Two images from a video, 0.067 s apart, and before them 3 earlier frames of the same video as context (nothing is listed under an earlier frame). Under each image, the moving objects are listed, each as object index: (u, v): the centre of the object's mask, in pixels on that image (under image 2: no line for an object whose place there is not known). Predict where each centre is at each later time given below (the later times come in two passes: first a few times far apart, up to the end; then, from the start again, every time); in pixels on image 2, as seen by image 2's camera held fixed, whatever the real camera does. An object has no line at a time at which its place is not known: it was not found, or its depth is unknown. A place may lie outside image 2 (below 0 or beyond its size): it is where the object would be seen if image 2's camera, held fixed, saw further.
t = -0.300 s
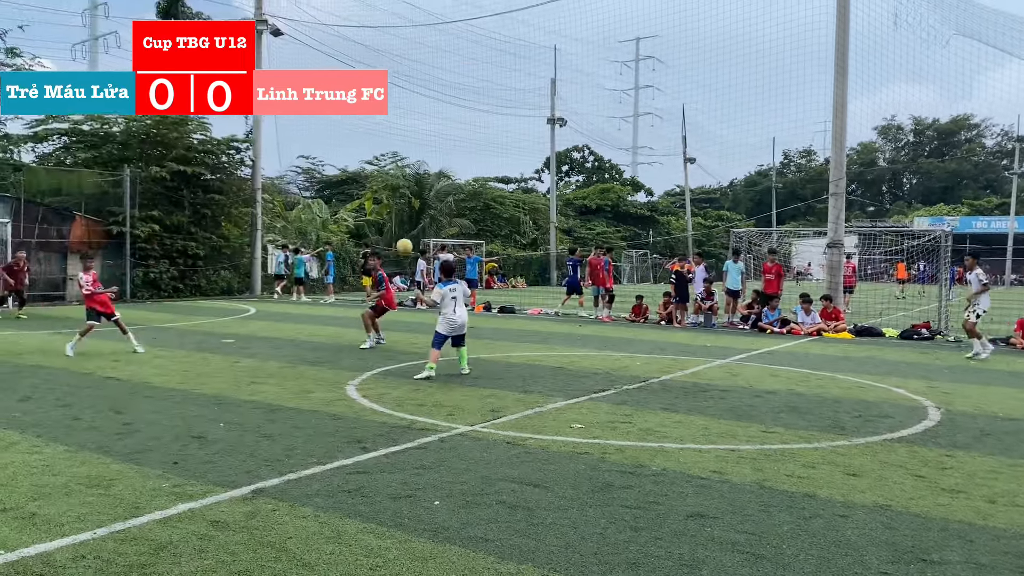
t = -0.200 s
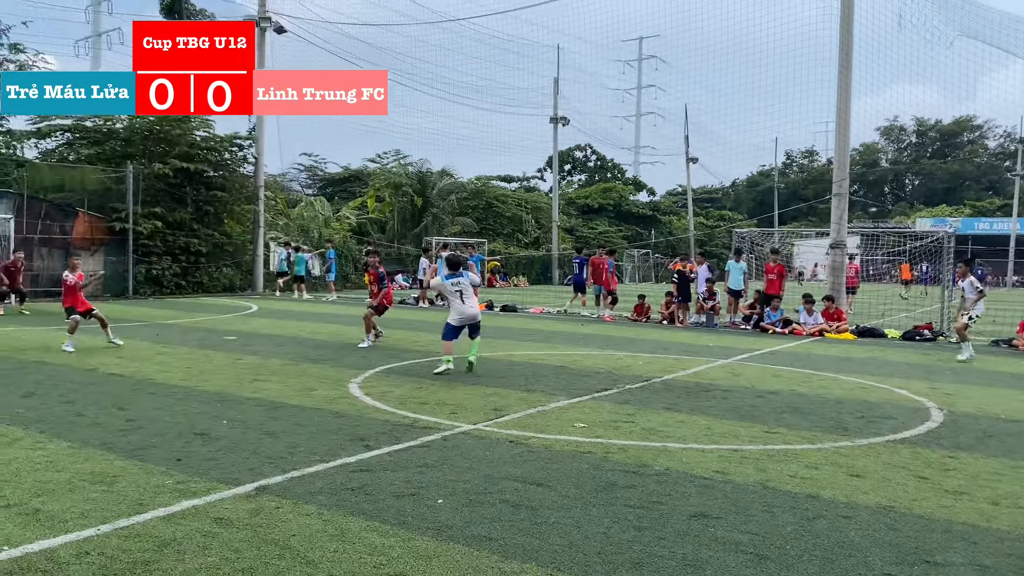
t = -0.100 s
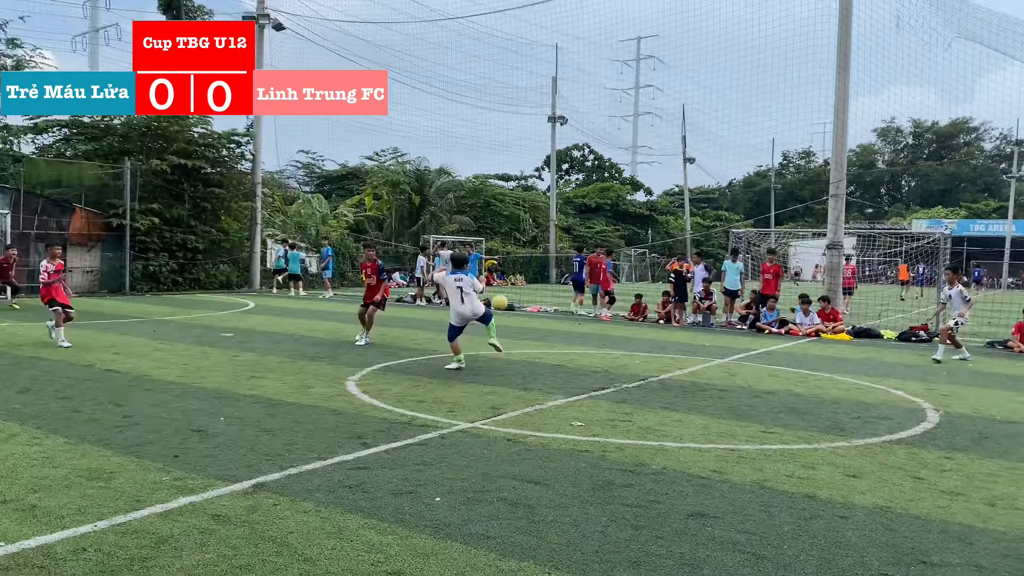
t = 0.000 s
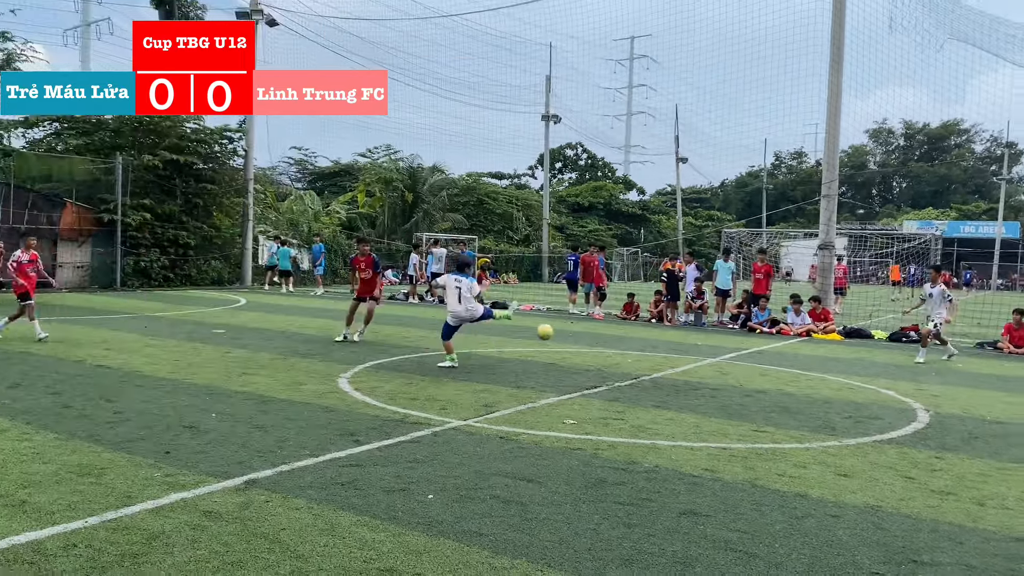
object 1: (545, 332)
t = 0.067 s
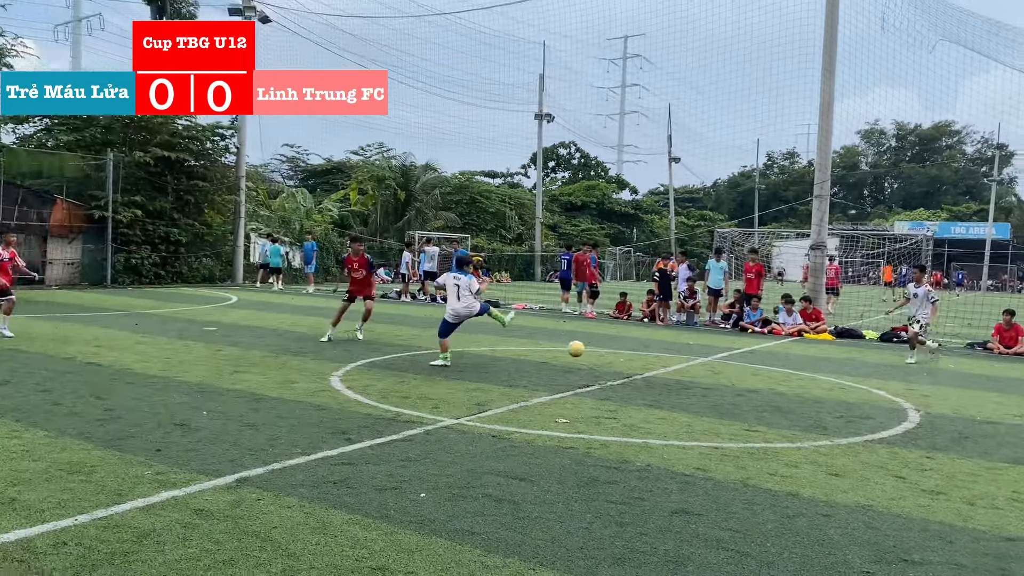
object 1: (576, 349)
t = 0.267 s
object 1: (675, 348)
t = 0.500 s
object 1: (788, 360)
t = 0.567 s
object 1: (821, 373)
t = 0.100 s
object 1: (595, 359)
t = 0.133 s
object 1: (613, 362)
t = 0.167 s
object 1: (628, 357)
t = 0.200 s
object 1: (643, 353)
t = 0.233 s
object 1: (659, 349)
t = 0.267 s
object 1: (675, 348)
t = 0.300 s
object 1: (690, 347)
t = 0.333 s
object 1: (706, 346)
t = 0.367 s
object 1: (723, 347)
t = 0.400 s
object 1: (739, 349)
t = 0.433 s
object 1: (756, 351)
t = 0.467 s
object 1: (772, 355)
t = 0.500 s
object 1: (788, 360)
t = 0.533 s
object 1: (804, 366)
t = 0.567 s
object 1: (821, 373)
